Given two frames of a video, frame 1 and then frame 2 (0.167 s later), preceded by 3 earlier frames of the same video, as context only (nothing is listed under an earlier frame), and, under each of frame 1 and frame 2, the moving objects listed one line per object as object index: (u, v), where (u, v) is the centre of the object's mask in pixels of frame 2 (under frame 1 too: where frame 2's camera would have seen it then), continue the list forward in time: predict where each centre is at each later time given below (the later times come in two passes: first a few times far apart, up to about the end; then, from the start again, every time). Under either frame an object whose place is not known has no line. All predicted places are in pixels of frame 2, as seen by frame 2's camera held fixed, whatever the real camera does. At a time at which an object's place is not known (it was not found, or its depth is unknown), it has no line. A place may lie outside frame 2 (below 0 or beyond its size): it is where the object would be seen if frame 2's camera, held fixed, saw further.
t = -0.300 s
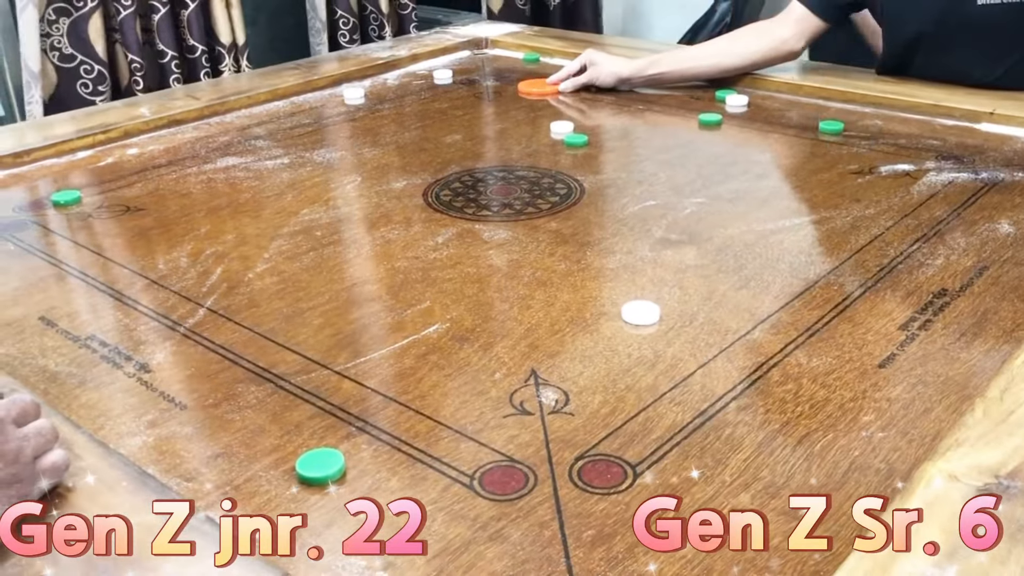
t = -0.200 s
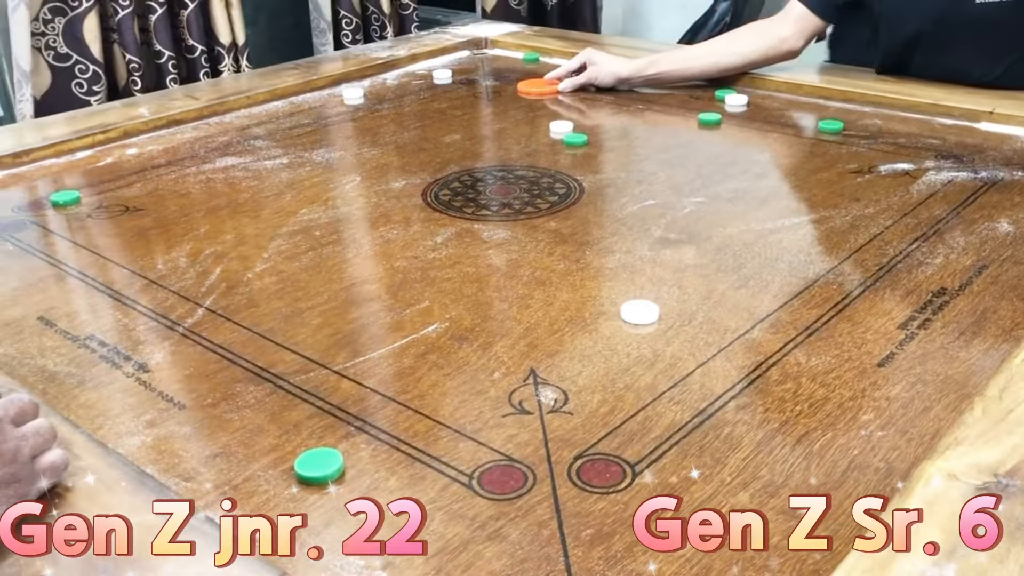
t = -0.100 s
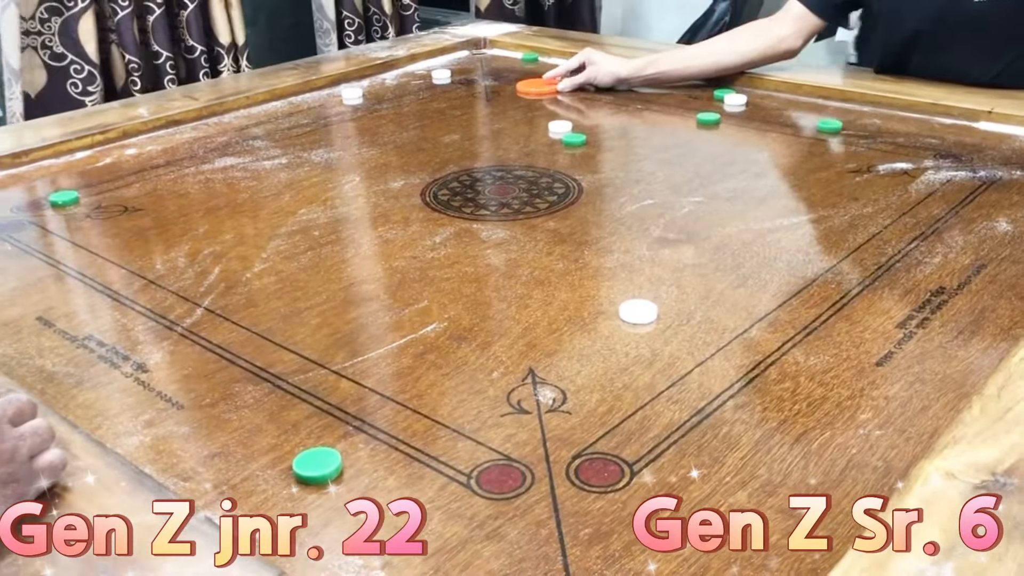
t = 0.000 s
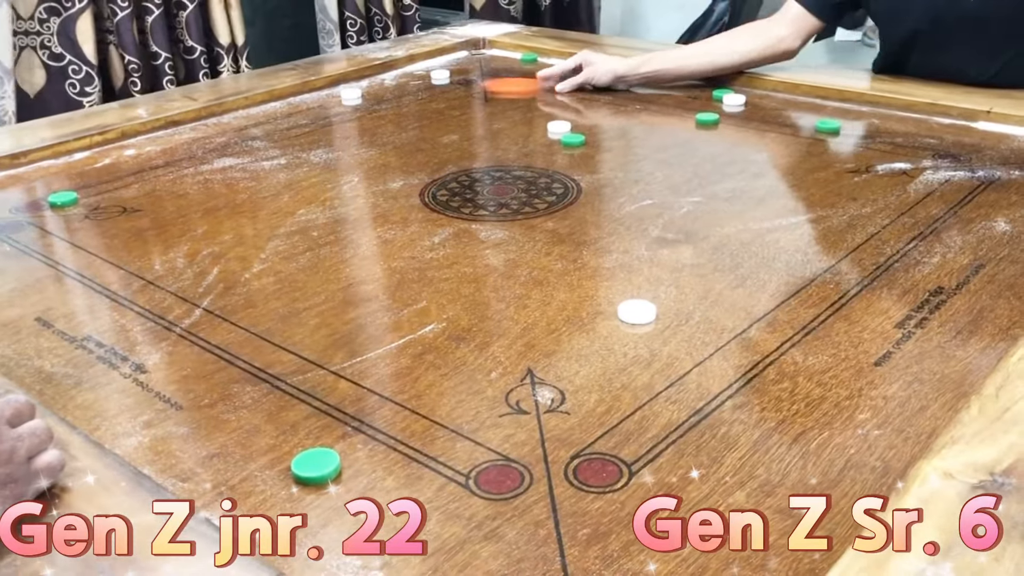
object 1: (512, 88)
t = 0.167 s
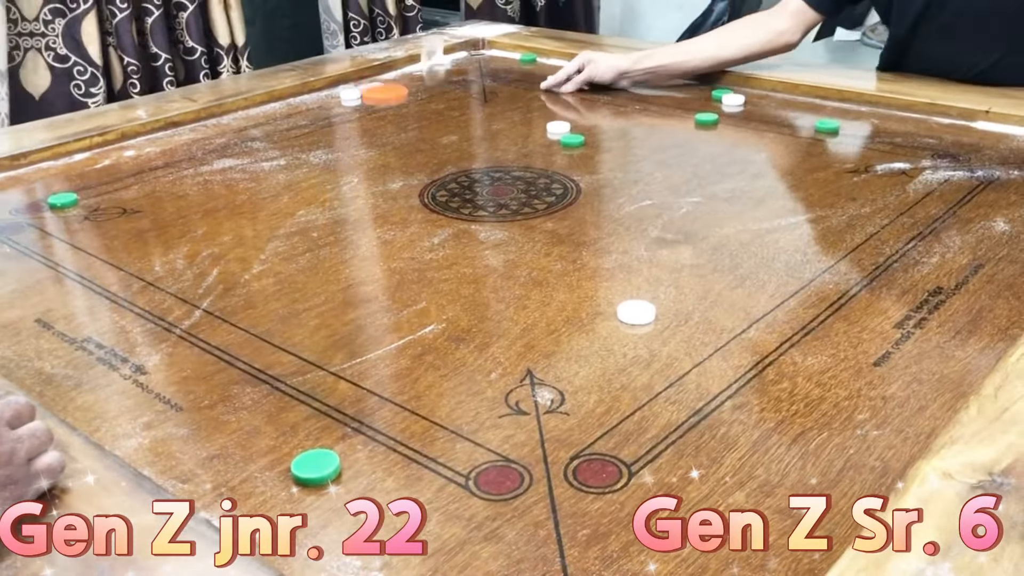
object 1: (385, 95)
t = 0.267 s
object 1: (403, 117)
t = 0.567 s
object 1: (469, 200)
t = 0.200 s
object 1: (390, 101)
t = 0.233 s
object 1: (397, 109)
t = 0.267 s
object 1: (403, 117)
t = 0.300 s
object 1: (410, 125)
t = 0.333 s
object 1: (417, 134)
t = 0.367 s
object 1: (424, 142)
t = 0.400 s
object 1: (431, 151)
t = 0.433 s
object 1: (438, 160)
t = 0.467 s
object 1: (446, 170)
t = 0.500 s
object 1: (454, 180)
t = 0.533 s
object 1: (461, 190)
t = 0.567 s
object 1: (469, 200)
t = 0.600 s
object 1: (477, 211)
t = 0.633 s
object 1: (485, 222)
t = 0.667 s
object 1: (493, 233)
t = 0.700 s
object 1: (501, 246)
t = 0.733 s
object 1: (510, 256)
